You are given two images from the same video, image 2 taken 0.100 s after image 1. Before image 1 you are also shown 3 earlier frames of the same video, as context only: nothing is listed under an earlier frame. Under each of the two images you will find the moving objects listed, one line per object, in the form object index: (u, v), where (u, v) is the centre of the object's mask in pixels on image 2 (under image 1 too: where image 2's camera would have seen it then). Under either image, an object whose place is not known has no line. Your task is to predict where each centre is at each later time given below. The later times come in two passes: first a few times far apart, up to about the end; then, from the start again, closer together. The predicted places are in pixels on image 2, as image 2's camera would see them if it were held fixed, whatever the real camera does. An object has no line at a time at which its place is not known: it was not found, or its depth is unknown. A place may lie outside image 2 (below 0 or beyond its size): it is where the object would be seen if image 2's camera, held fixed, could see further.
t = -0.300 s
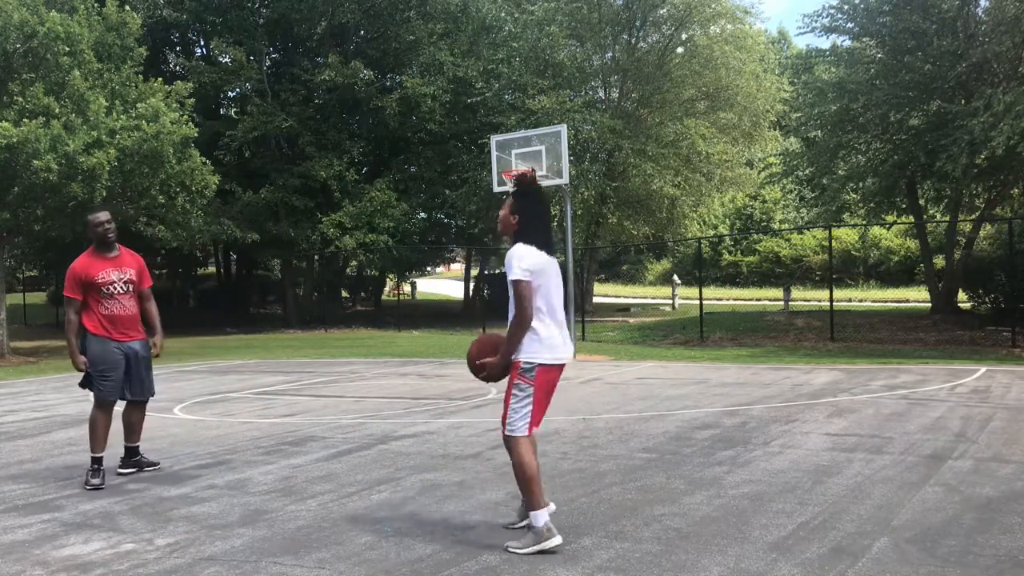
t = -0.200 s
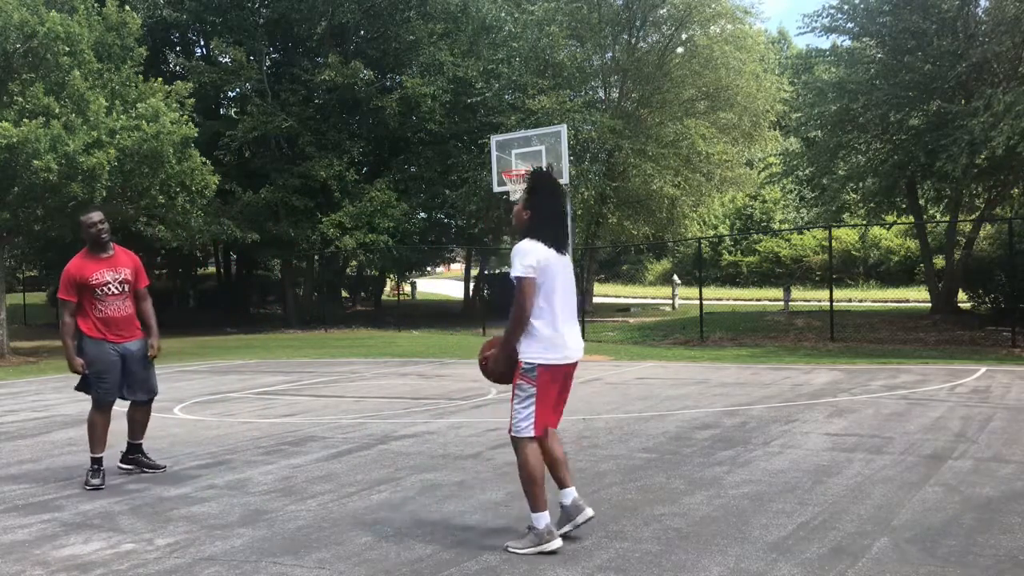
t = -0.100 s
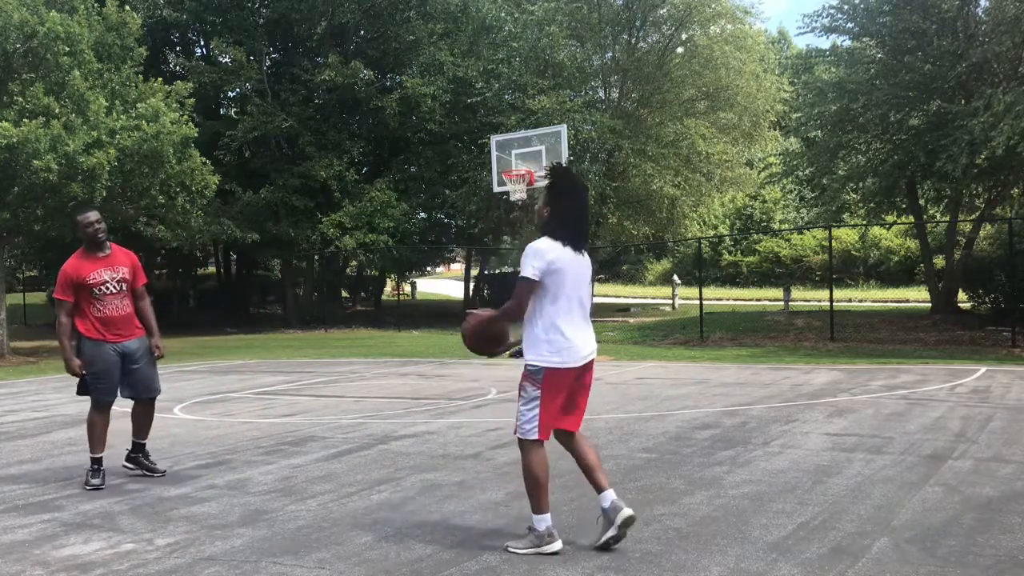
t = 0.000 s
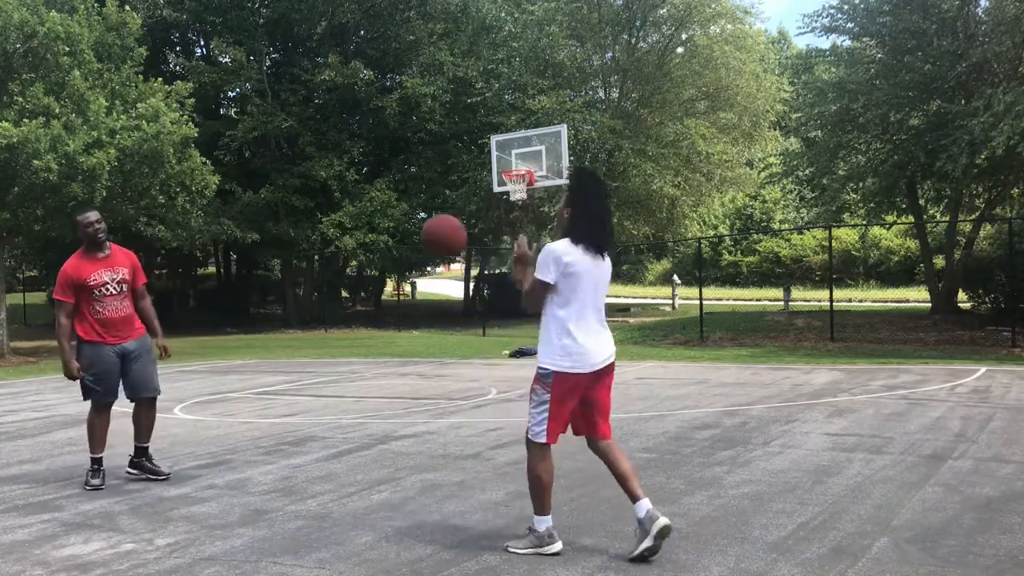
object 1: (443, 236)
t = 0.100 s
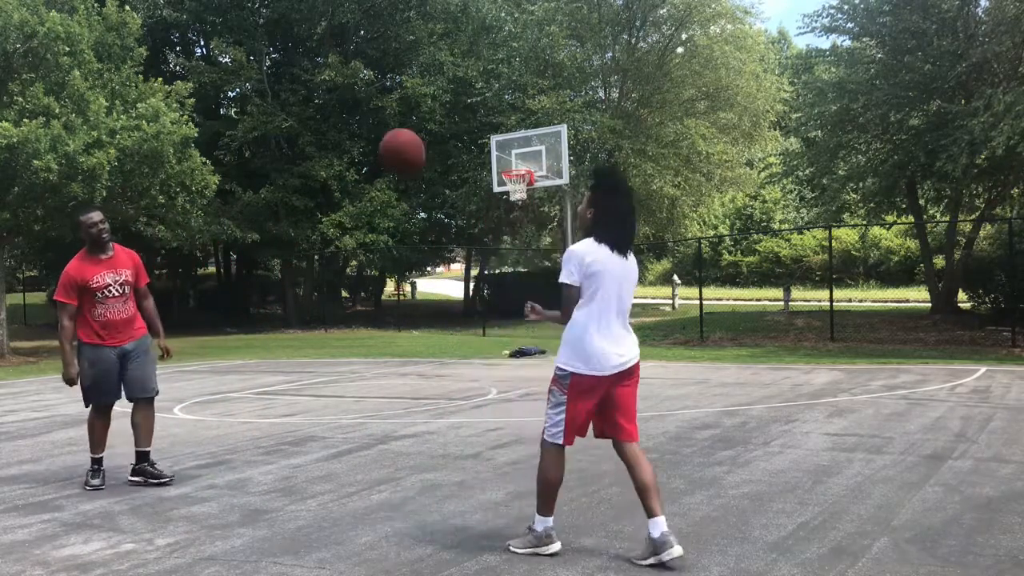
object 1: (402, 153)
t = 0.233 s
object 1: (349, 70)
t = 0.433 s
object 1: (276, 19)
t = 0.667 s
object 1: (200, 49)
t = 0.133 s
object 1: (388, 128)
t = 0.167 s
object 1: (375, 107)
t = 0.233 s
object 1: (349, 70)
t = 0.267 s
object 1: (336, 58)
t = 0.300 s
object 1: (324, 45)
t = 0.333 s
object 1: (312, 33)
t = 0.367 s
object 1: (300, 30)
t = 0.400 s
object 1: (289, 19)
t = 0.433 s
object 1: (276, 19)
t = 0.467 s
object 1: (265, 18)
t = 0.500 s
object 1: (253, 19)
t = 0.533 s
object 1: (243, 20)
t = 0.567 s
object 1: (232, 25)
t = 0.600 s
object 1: (222, 31)
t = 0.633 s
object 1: (211, 40)
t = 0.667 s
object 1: (200, 49)
